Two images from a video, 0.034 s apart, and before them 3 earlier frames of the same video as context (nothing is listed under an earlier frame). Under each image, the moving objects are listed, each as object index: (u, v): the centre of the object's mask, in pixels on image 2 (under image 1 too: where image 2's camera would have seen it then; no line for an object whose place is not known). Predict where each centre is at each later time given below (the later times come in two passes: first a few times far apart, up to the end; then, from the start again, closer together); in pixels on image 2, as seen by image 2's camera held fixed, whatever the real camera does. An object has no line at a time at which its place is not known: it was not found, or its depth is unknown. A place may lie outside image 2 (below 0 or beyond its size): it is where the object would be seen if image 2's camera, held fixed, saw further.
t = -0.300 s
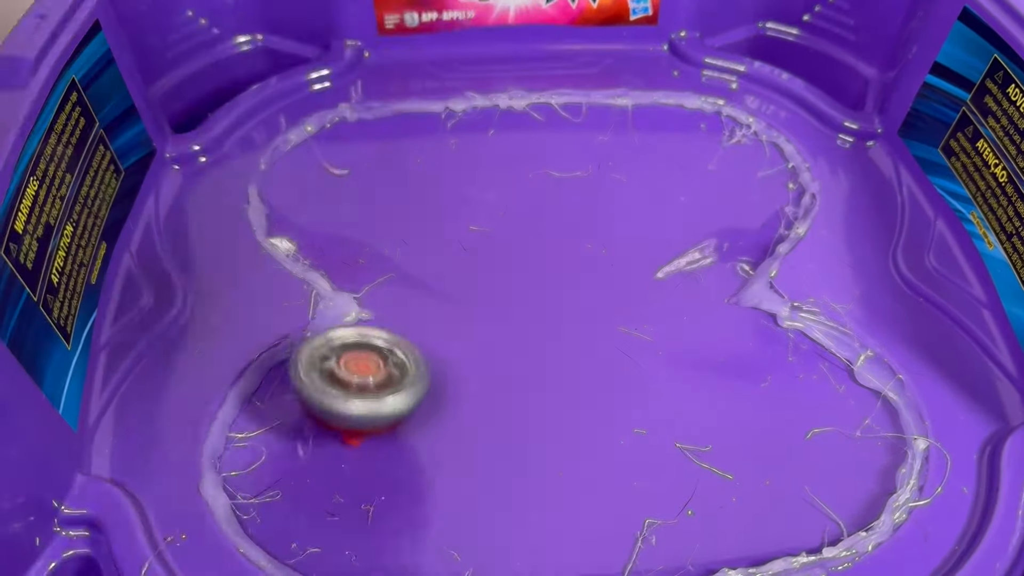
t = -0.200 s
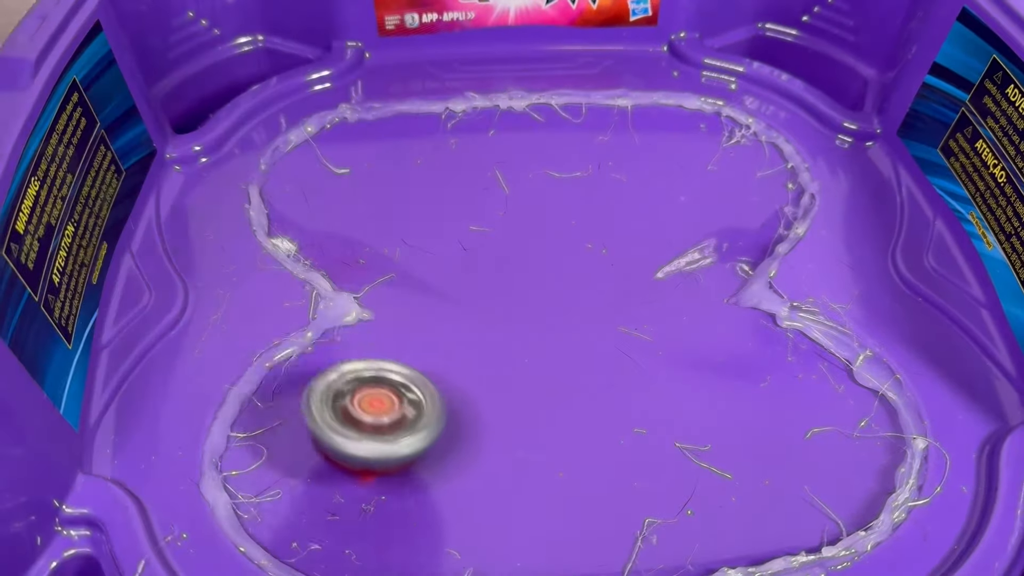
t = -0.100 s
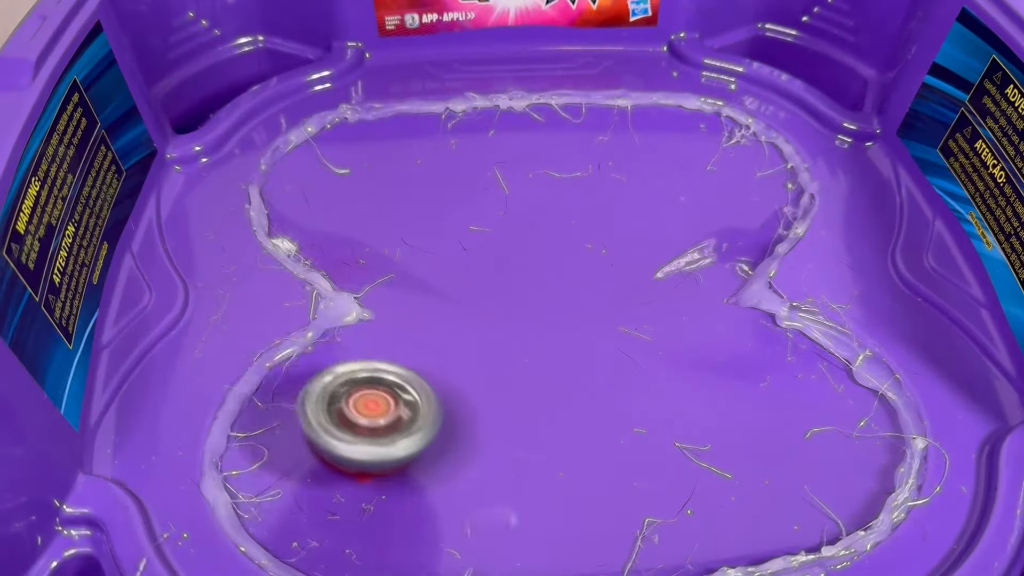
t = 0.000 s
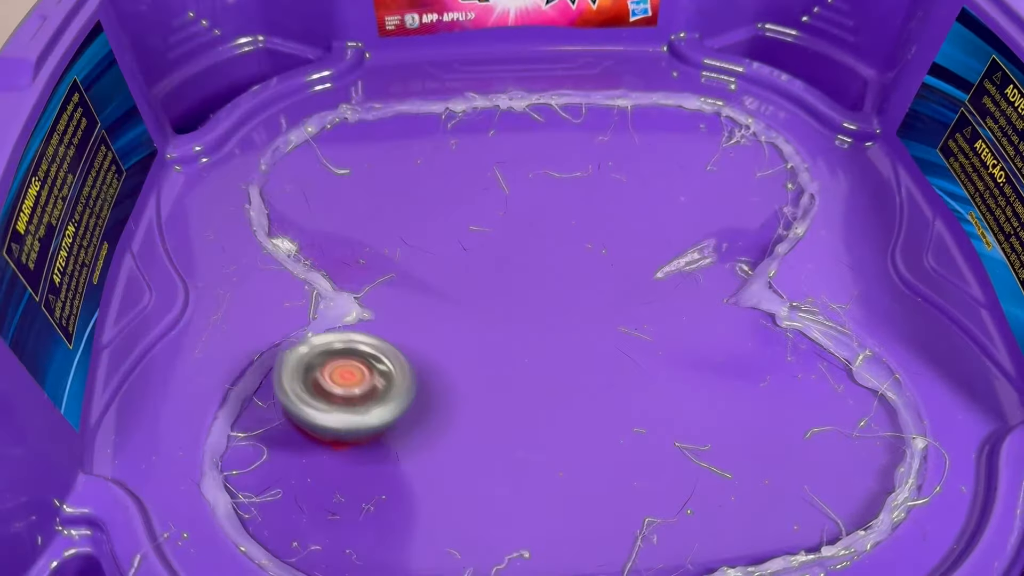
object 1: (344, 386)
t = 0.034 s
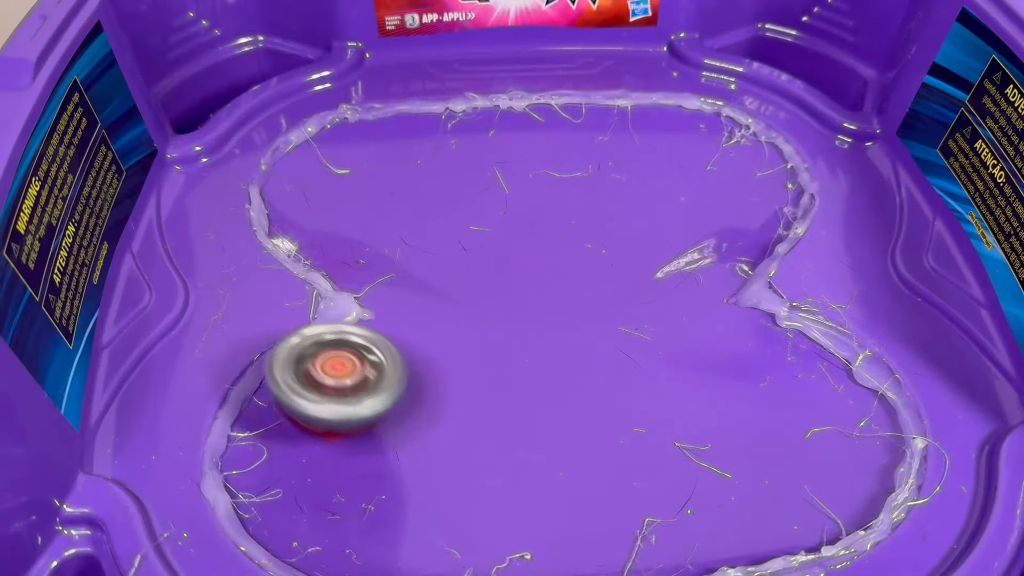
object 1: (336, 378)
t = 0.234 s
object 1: (305, 388)
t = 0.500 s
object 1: (472, 389)
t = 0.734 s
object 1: (584, 108)
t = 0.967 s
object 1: (525, 219)
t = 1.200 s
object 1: (471, 356)
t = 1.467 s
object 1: (547, 215)
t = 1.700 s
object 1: (539, 110)
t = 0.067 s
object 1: (329, 372)
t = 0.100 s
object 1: (322, 368)
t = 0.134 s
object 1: (317, 369)
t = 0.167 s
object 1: (313, 372)
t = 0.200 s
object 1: (308, 379)
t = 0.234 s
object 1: (305, 388)
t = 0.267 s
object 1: (303, 400)
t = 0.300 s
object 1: (300, 412)
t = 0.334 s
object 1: (303, 427)
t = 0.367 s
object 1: (319, 439)
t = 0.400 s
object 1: (347, 444)
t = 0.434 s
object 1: (387, 437)
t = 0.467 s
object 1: (430, 418)
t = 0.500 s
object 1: (472, 389)
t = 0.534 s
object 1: (508, 352)
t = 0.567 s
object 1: (536, 311)
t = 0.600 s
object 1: (557, 270)
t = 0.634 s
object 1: (571, 229)
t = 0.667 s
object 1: (580, 186)
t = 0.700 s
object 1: (583, 147)
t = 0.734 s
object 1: (584, 108)
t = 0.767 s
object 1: (582, 73)
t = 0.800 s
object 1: (576, 63)
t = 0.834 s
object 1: (568, 78)
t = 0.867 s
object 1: (558, 118)
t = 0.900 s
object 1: (548, 157)
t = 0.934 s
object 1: (537, 189)
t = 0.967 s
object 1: (525, 219)
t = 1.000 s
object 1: (512, 249)
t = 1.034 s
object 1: (500, 274)
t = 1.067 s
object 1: (489, 299)
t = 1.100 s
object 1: (481, 320)
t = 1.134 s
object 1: (475, 337)
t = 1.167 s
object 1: (471, 350)
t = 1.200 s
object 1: (471, 356)
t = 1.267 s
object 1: (480, 354)
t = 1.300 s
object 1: (489, 343)
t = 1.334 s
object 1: (500, 327)
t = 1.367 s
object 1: (513, 305)
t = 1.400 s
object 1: (525, 278)
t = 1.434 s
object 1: (536, 248)
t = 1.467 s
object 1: (547, 215)
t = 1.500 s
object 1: (553, 179)
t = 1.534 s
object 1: (554, 144)
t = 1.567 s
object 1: (550, 106)
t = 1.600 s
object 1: (542, 74)
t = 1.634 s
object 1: (540, 71)
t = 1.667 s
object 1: (541, 90)
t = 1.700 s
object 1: (539, 110)
